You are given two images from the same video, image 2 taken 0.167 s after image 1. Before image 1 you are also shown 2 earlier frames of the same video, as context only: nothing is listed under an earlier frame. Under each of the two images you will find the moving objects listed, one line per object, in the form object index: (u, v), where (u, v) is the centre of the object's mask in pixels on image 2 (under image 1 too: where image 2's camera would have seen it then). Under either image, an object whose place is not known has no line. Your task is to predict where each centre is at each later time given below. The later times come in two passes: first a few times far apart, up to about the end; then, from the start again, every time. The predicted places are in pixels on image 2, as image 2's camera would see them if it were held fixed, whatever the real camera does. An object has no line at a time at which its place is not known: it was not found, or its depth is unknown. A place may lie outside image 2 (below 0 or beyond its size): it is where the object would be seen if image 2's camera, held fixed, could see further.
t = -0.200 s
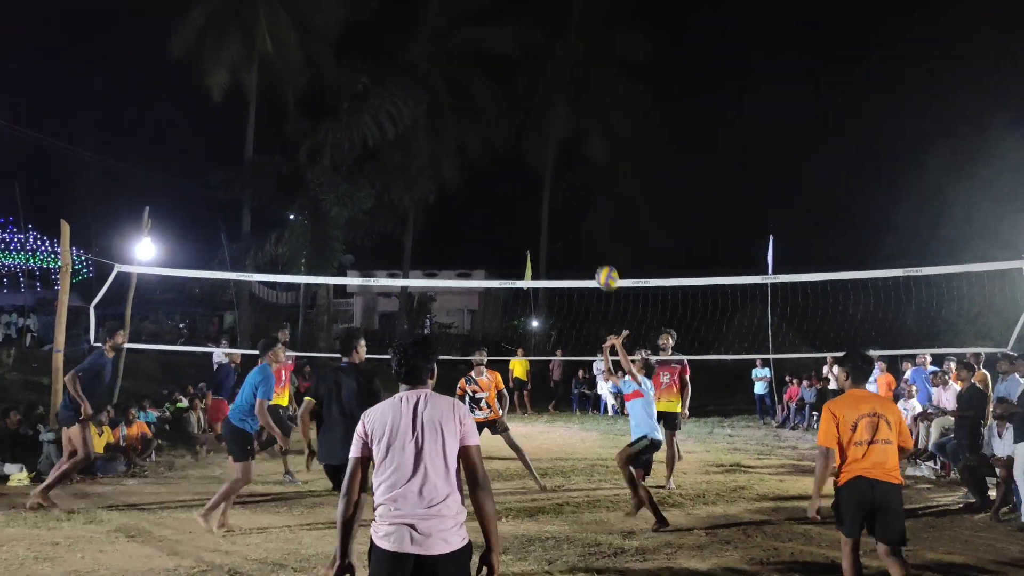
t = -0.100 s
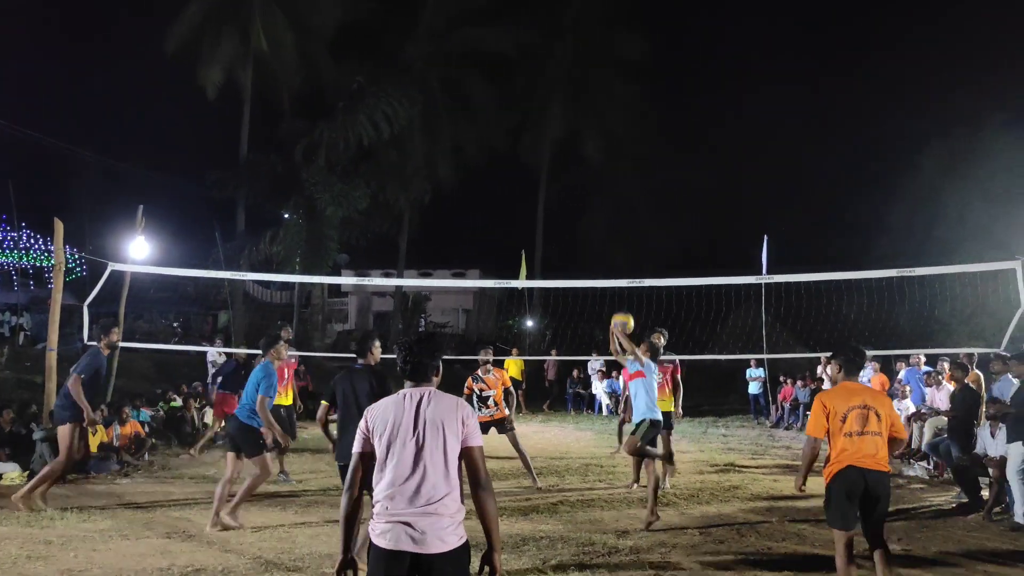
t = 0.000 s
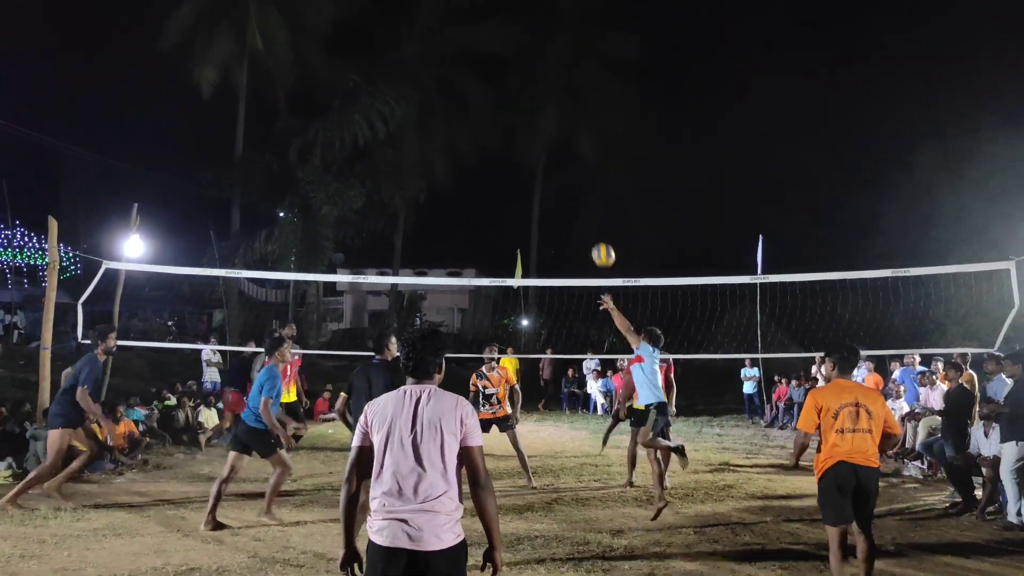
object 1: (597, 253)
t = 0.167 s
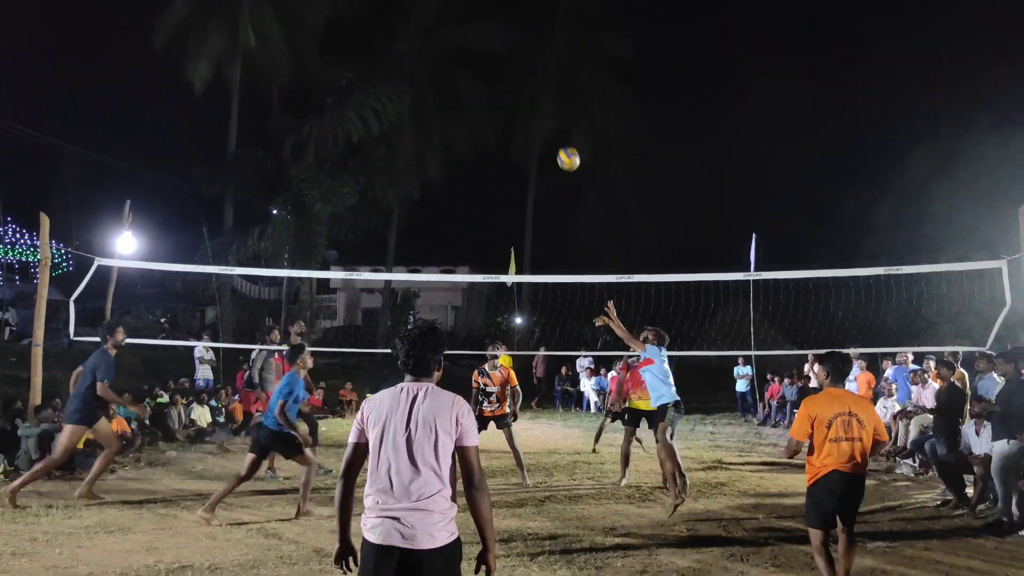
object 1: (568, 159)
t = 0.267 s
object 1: (552, 117)
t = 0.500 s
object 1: (513, 58)
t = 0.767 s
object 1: (471, 56)
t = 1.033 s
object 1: (429, 119)
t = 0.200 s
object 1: (563, 144)
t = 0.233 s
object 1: (557, 129)
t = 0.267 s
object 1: (552, 117)
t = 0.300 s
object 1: (546, 105)
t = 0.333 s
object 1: (541, 94)
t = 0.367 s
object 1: (535, 84)
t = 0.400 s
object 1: (530, 76)
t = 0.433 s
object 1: (525, 69)
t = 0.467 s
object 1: (519, 63)
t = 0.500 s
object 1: (513, 58)
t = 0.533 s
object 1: (508, 54)
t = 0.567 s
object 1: (502, 51)
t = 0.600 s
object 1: (497, 50)
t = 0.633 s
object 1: (492, 49)
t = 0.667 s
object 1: (486, 49)
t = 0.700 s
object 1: (481, 50)
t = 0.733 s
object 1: (476, 53)
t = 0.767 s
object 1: (471, 56)
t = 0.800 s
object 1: (466, 61)
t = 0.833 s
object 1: (461, 66)
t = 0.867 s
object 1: (455, 73)
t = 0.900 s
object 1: (450, 80)
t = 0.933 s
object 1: (445, 89)
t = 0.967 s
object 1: (439, 98)
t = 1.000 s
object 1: (434, 108)
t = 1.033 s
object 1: (429, 119)
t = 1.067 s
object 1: (424, 131)
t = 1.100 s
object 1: (419, 144)
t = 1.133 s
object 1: (414, 158)
